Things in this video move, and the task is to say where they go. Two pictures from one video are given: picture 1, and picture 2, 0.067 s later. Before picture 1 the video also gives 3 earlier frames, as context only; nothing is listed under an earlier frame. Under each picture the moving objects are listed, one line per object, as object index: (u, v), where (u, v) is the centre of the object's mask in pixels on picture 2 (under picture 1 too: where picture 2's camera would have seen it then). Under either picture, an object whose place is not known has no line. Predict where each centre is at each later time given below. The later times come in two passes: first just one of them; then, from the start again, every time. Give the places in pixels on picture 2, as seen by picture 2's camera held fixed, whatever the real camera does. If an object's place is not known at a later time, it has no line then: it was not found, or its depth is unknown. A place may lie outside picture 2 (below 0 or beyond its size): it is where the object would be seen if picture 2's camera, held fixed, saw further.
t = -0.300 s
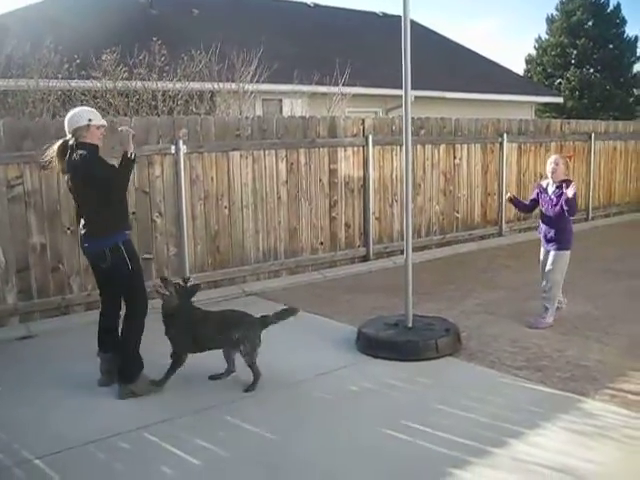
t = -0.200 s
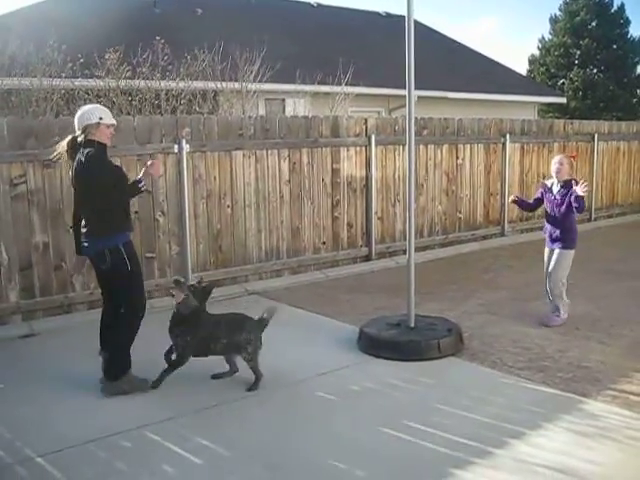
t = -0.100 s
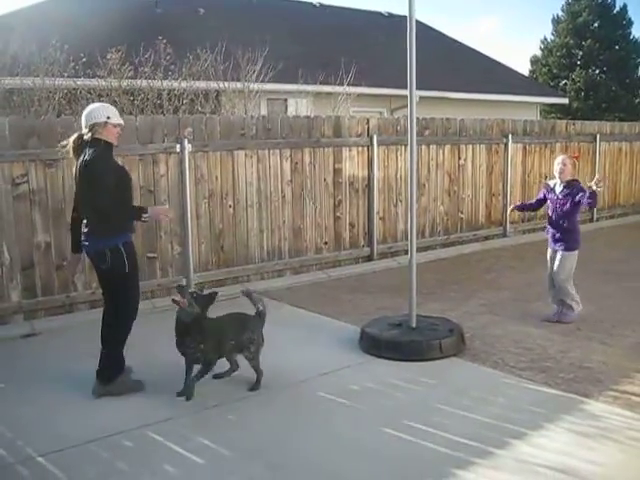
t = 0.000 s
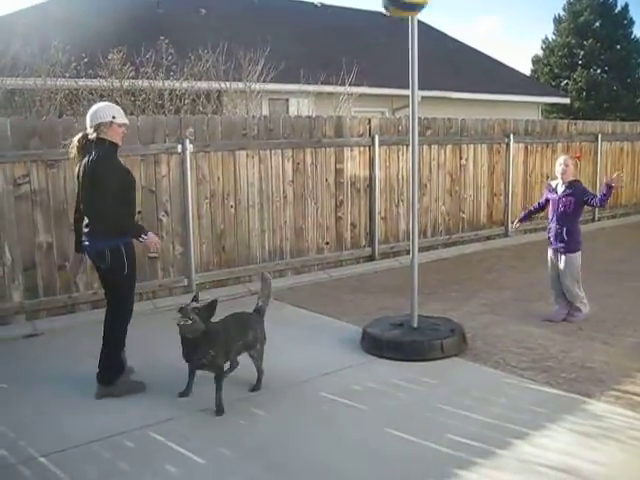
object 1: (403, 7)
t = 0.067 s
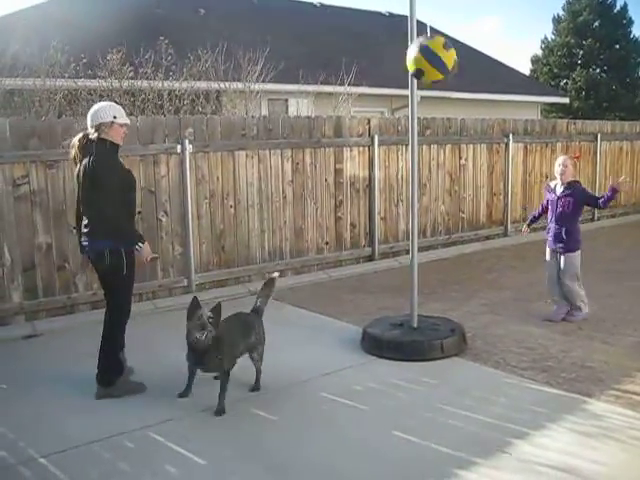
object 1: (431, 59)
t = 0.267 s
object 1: (483, 217)
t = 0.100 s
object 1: (444, 90)
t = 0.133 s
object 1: (455, 121)
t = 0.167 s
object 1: (466, 152)
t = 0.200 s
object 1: (474, 180)
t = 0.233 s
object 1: (481, 203)
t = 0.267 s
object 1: (483, 217)
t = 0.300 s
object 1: (485, 228)
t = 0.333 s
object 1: (485, 238)
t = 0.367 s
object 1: (484, 243)
